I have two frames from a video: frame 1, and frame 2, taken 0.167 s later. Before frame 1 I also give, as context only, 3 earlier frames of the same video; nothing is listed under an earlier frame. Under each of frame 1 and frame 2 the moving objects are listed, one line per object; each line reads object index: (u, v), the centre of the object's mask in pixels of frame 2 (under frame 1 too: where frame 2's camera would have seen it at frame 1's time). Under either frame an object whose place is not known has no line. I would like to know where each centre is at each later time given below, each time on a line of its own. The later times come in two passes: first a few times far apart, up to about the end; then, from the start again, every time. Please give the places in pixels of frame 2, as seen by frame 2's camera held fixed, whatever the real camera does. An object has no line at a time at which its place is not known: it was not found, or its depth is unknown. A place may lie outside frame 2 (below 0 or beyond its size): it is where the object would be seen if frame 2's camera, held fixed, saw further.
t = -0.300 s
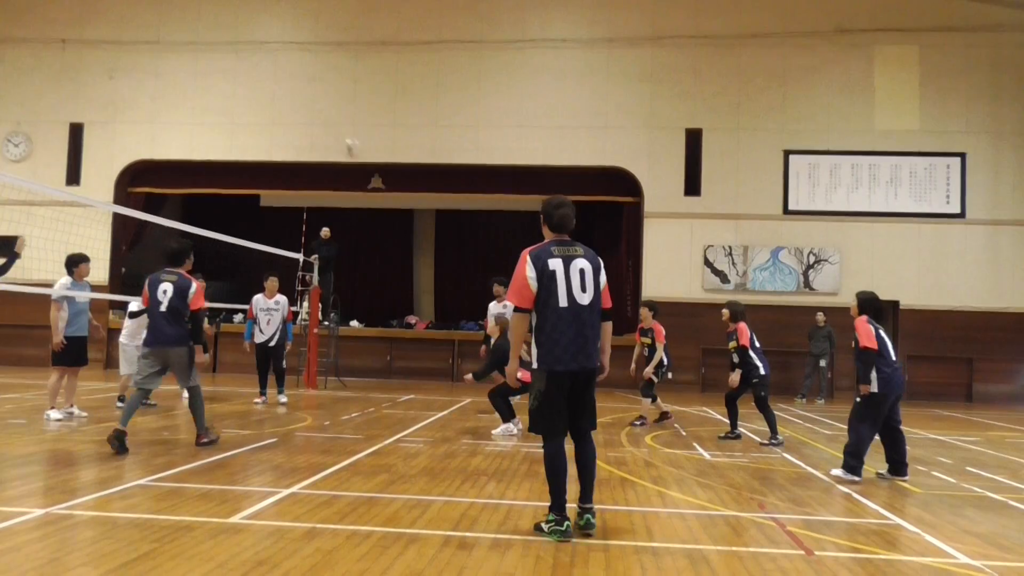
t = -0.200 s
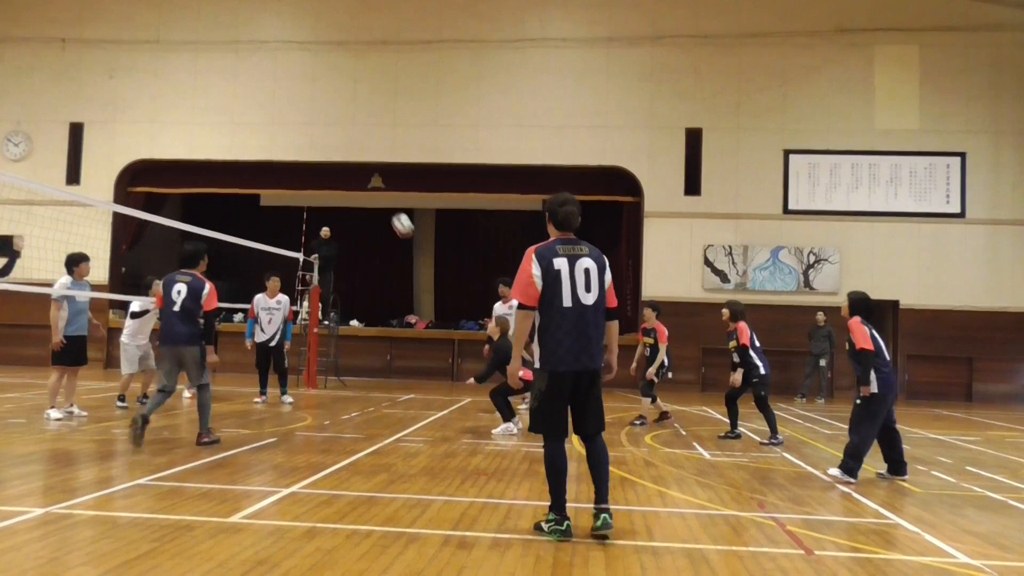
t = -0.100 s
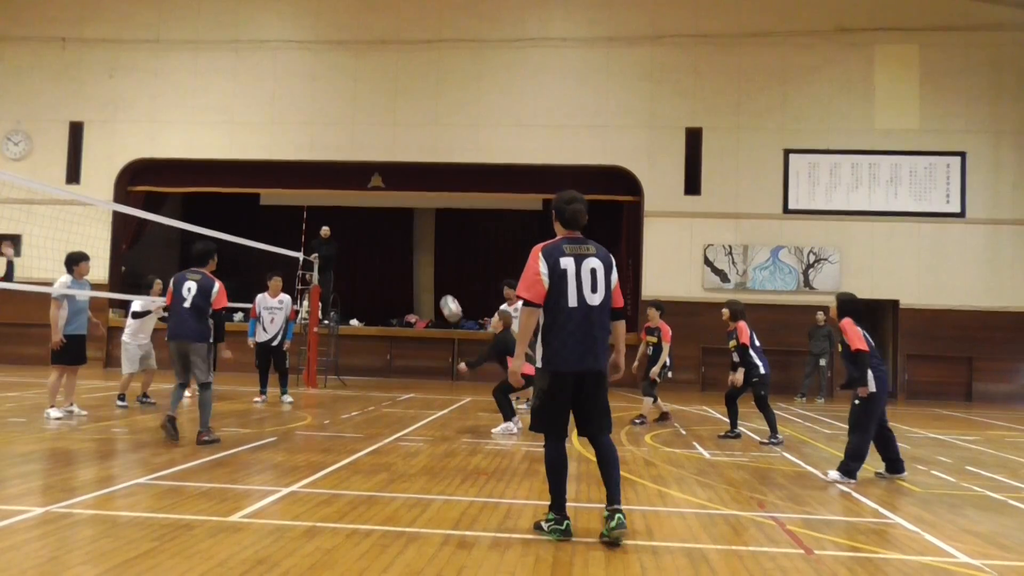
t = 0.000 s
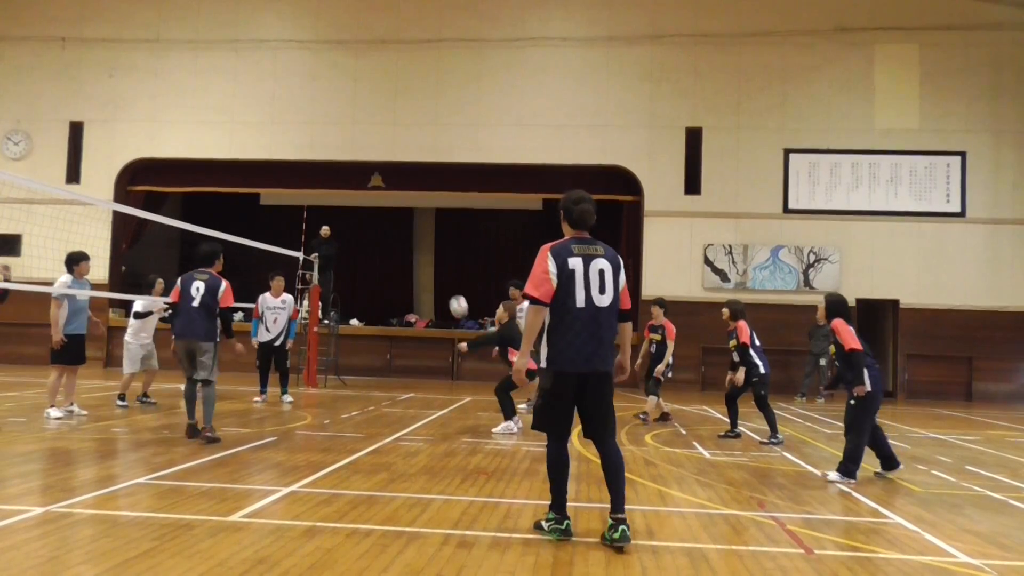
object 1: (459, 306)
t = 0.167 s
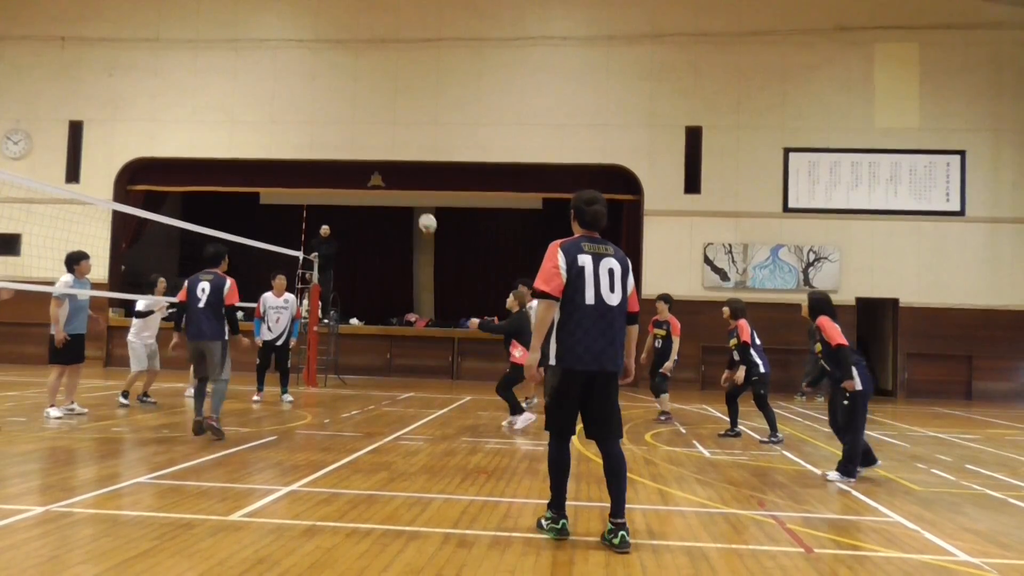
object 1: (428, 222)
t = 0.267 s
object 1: (410, 187)
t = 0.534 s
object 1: (365, 139)
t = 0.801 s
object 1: (323, 149)
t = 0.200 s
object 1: (422, 211)
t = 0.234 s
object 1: (416, 198)
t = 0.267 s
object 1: (410, 187)
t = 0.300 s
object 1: (404, 179)
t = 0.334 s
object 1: (398, 170)
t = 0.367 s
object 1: (392, 163)
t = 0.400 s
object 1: (387, 156)
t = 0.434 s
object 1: (380, 150)
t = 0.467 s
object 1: (375, 145)
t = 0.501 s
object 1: (371, 142)
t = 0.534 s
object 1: (365, 139)
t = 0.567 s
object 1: (359, 137)
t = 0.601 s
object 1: (354, 137)
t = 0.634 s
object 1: (349, 137)
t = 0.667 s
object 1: (343, 138)
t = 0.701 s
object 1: (338, 139)
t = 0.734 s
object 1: (332, 141)
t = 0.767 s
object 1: (327, 145)
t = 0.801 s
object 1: (323, 149)
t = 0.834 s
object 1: (318, 154)
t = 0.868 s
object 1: (311, 161)
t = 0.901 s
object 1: (306, 166)
